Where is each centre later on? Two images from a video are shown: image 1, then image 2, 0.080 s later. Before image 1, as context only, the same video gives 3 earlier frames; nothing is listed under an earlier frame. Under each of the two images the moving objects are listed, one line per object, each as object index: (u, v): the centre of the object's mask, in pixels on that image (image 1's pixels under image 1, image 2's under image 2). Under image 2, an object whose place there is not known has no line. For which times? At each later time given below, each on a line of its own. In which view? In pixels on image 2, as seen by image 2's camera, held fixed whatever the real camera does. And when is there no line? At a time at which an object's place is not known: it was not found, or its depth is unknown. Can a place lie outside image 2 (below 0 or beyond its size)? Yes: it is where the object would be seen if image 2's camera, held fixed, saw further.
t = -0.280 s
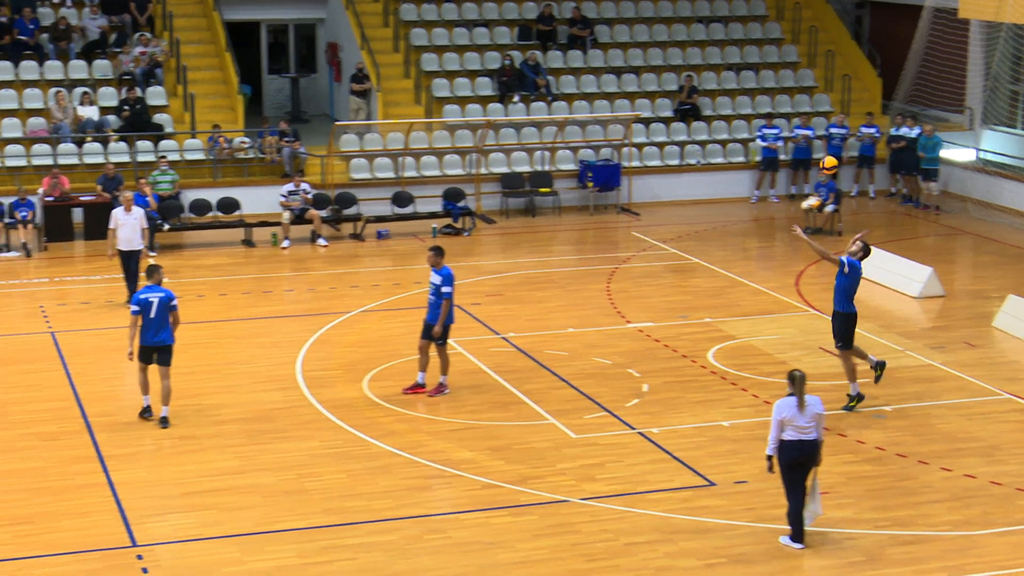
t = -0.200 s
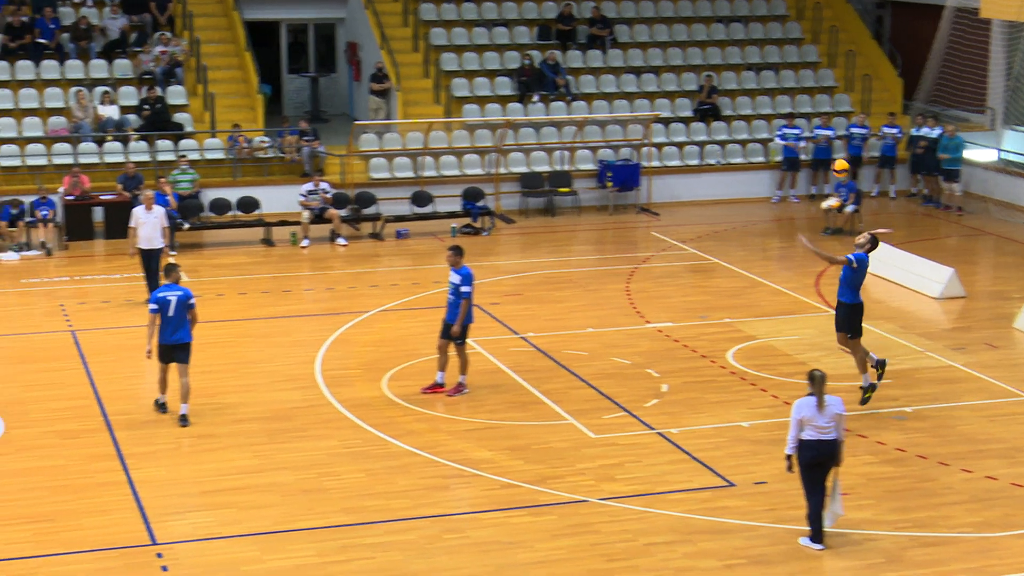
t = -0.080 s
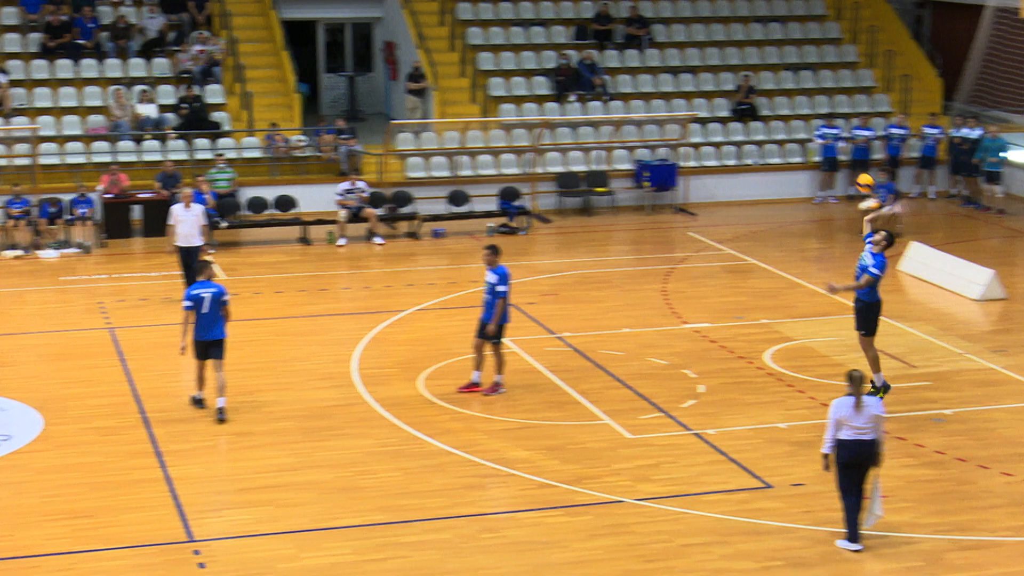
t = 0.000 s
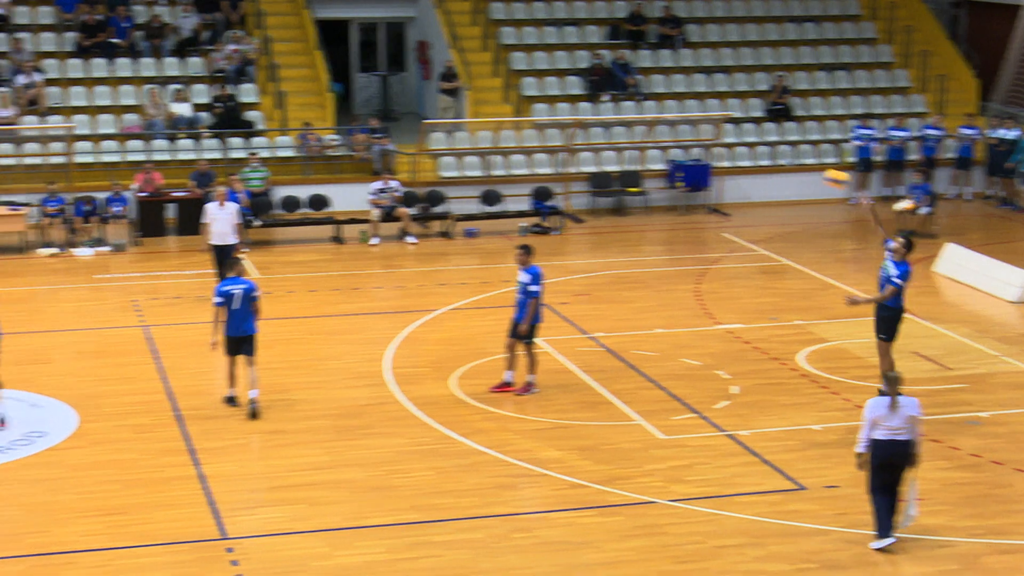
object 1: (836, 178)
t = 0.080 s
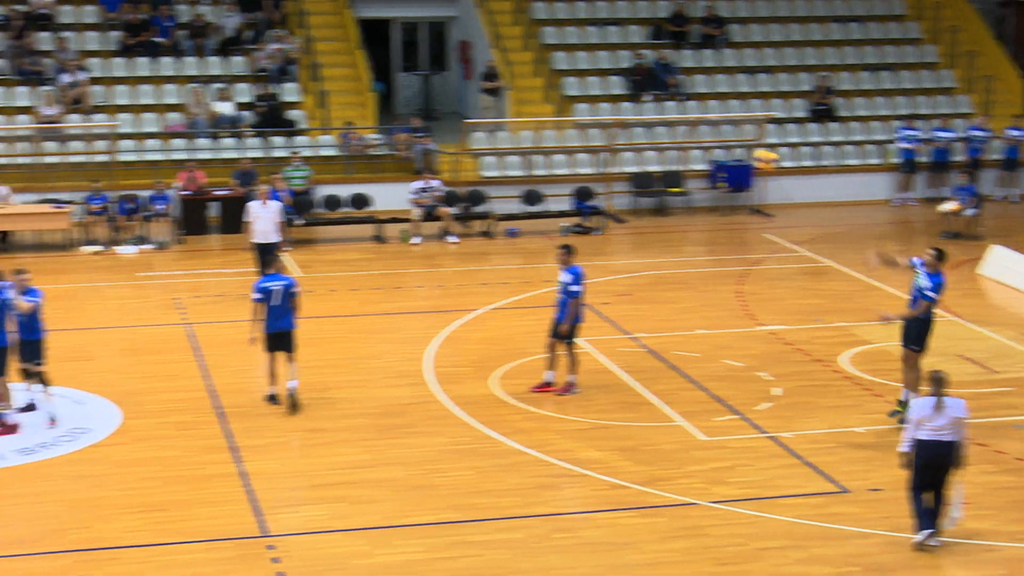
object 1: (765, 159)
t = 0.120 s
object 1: (713, 151)
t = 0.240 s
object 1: (554, 128)
